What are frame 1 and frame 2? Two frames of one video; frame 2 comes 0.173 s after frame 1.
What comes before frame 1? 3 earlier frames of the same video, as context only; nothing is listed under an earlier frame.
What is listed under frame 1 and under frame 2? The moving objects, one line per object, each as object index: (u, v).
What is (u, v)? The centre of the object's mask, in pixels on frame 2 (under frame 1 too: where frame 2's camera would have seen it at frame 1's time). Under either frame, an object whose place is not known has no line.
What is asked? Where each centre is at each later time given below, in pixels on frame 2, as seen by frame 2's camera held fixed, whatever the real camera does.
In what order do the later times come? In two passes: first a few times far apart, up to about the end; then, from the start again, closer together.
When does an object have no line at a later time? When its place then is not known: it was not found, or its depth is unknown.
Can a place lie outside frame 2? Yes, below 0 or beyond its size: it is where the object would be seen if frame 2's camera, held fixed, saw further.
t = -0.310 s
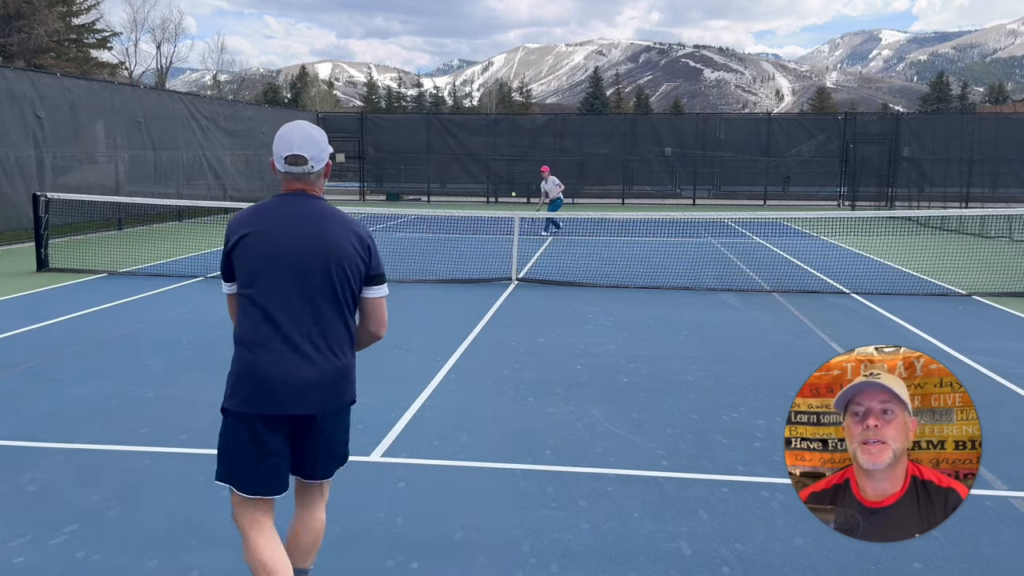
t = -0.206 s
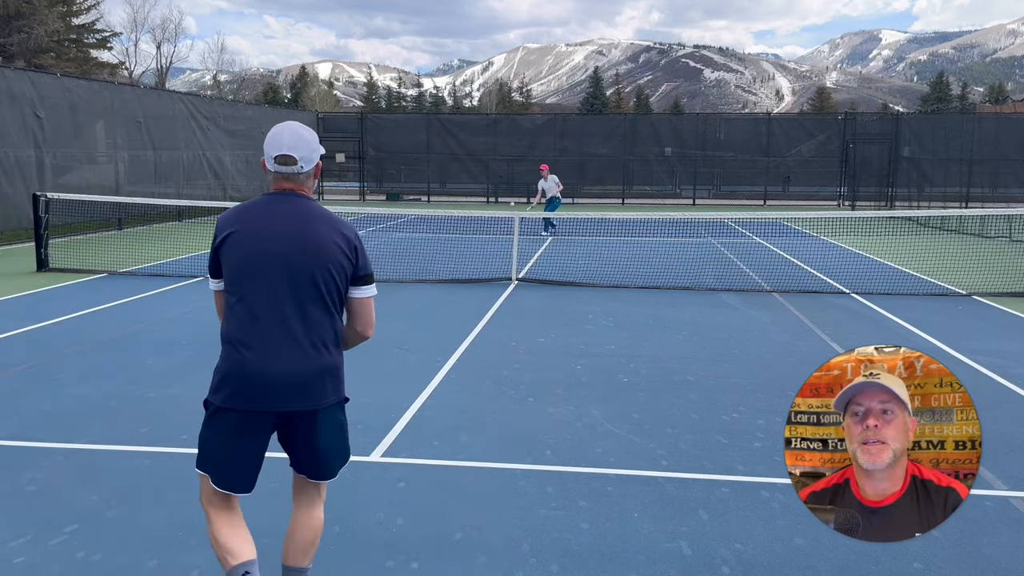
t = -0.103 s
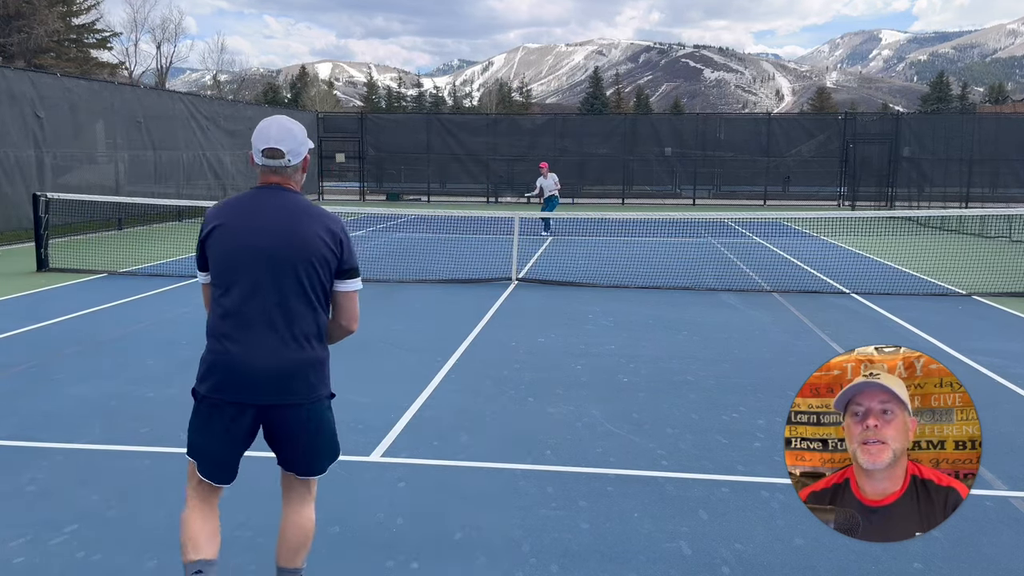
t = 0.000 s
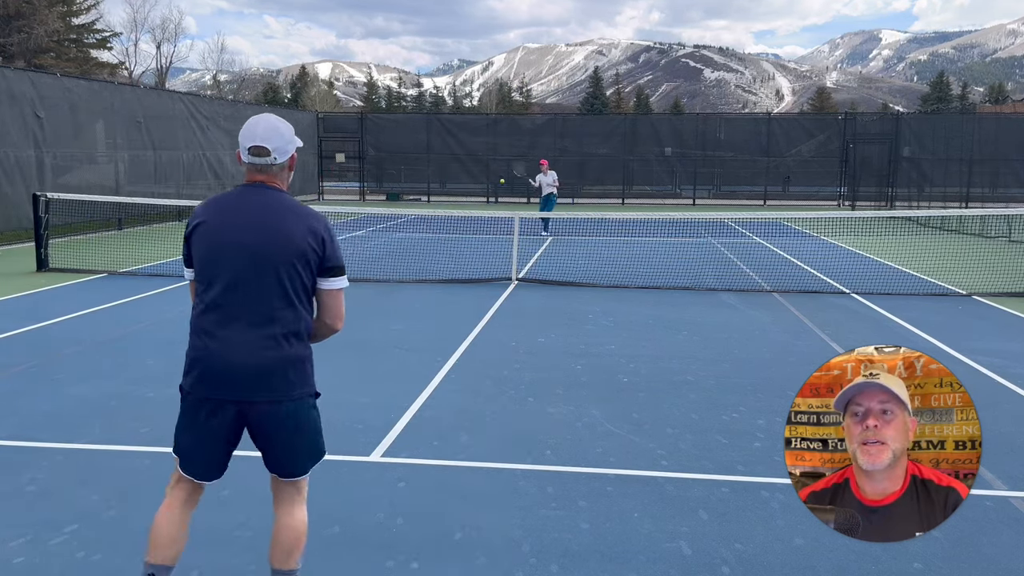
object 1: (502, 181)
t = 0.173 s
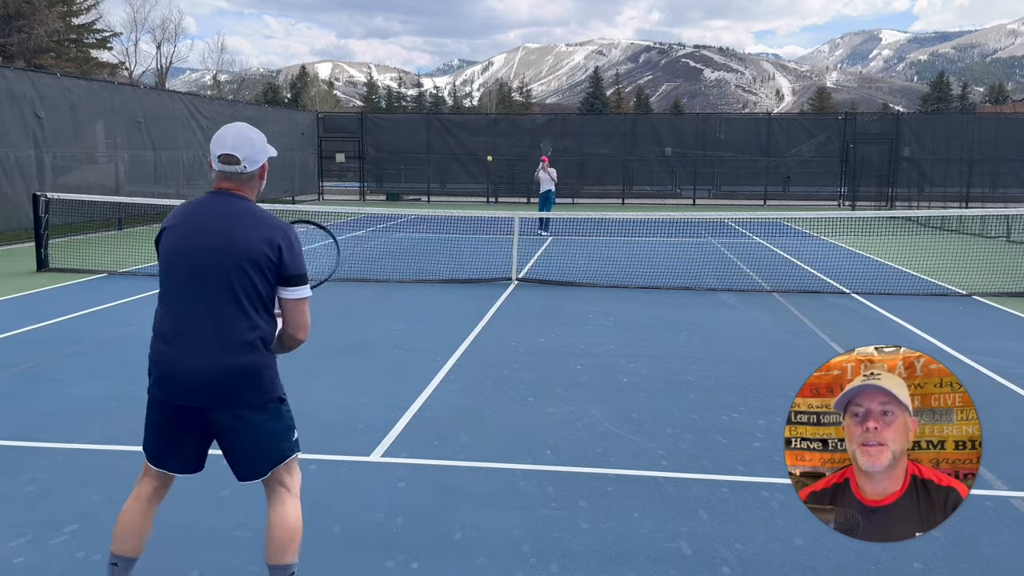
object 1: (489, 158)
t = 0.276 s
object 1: (480, 151)
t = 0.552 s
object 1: (434, 180)
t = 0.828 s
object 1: (349, 355)
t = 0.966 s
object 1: (283, 431)
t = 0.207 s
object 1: (486, 156)
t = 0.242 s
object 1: (483, 153)
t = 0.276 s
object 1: (480, 151)
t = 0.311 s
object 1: (476, 150)
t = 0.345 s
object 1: (472, 150)
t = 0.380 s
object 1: (468, 151)
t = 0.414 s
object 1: (463, 152)
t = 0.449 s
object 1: (458, 155)
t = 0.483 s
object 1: (453, 159)
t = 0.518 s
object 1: (447, 164)
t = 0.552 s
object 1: (434, 180)
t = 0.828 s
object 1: (349, 355)
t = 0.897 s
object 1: (312, 453)
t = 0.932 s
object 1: (298, 442)
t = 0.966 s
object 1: (283, 431)
